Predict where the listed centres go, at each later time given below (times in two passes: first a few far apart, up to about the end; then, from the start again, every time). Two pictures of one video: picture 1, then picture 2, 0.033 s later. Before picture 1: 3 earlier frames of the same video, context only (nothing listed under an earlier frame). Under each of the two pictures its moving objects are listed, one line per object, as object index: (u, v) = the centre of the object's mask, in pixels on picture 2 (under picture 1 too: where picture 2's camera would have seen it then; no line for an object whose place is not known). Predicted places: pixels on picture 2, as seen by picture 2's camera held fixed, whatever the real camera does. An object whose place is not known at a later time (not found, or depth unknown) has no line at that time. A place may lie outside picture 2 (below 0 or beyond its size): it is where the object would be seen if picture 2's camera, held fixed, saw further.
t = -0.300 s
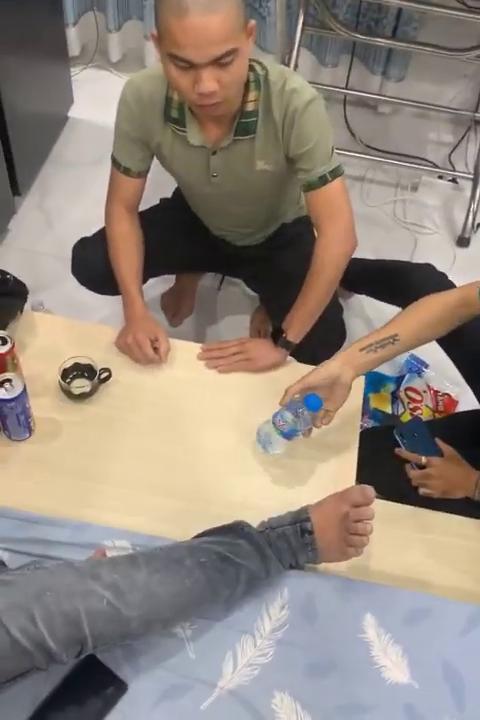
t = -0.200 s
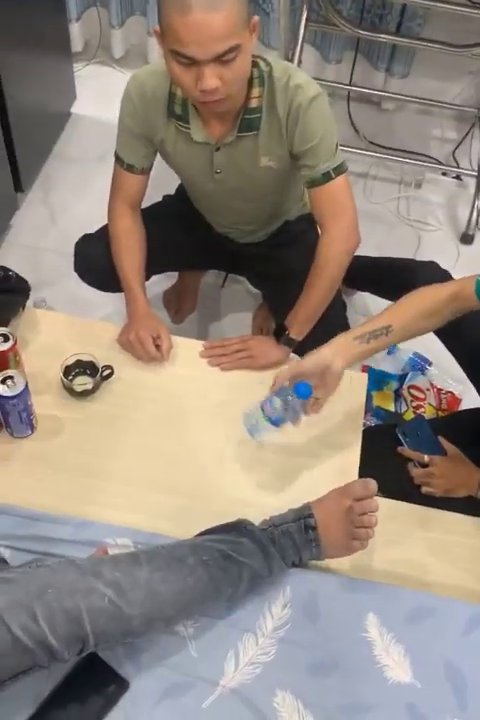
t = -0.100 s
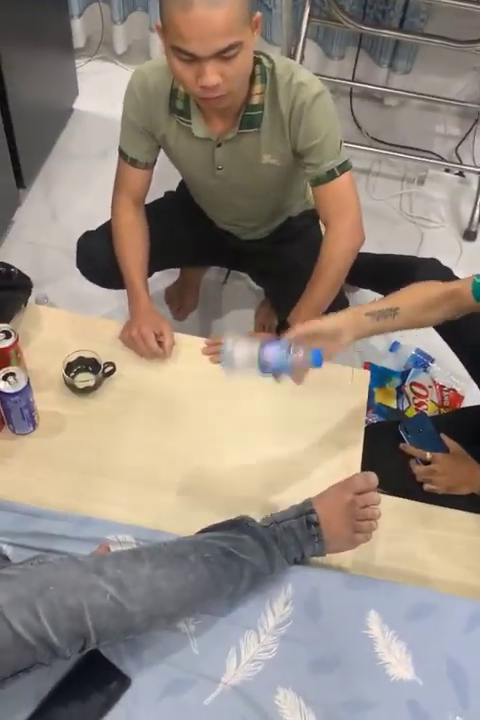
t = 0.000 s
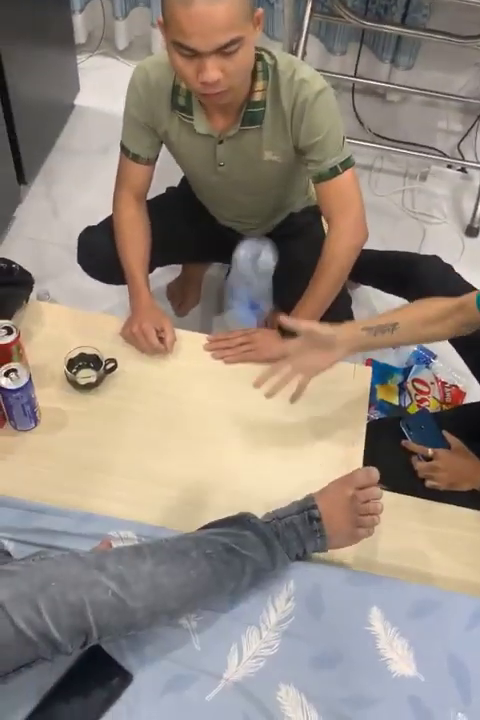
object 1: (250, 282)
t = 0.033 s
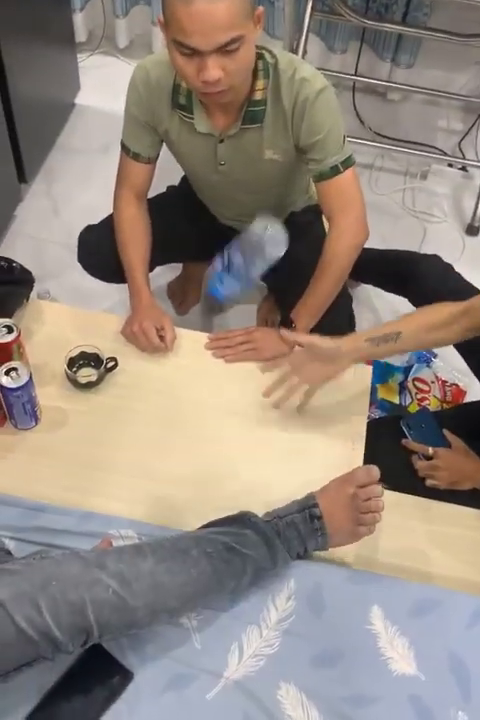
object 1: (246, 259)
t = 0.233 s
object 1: (224, 241)
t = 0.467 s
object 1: (205, 388)
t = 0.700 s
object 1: (225, 416)
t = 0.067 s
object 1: (243, 243)
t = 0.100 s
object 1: (239, 232)
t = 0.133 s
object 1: (235, 225)
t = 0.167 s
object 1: (231, 224)
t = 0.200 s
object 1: (228, 230)
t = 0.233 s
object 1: (224, 241)
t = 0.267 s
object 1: (221, 258)
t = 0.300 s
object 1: (217, 277)
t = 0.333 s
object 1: (209, 299)
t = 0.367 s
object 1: (209, 325)
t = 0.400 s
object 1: (206, 354)
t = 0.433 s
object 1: (204, 384)
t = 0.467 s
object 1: (205, 388)
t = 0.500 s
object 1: (209, 393)
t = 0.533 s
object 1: (214, 397)
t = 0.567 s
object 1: (218, 404)
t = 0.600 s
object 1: (220, 414)
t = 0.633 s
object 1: (223, 415)
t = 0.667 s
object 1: (224, 417)
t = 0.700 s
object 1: (225, 416)
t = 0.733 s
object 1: (225, 415)
